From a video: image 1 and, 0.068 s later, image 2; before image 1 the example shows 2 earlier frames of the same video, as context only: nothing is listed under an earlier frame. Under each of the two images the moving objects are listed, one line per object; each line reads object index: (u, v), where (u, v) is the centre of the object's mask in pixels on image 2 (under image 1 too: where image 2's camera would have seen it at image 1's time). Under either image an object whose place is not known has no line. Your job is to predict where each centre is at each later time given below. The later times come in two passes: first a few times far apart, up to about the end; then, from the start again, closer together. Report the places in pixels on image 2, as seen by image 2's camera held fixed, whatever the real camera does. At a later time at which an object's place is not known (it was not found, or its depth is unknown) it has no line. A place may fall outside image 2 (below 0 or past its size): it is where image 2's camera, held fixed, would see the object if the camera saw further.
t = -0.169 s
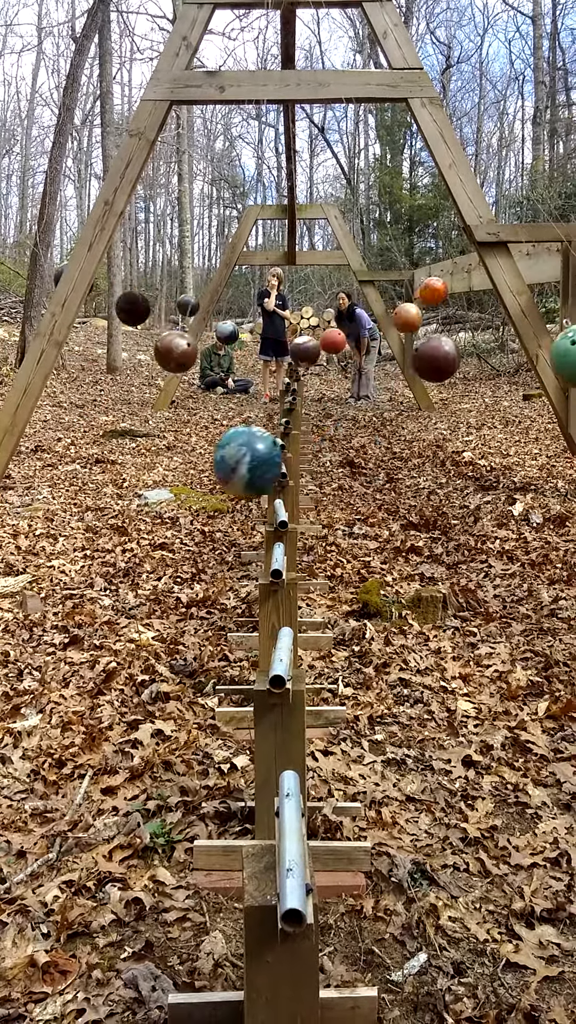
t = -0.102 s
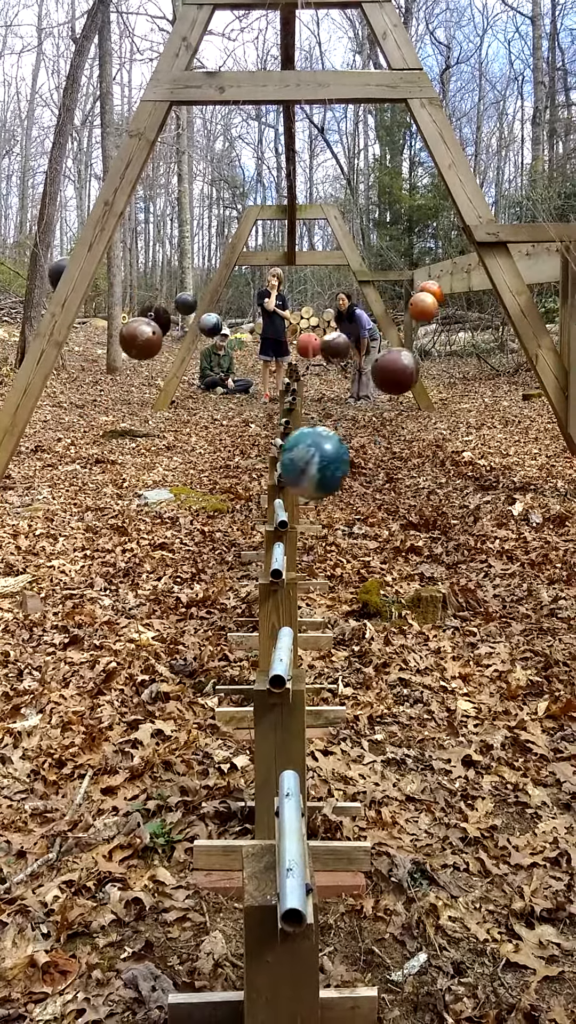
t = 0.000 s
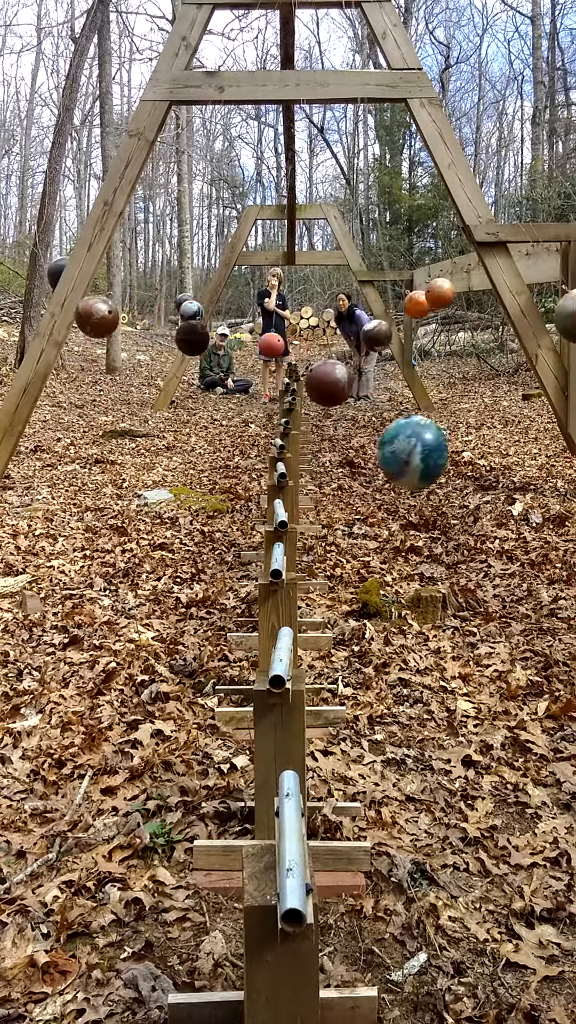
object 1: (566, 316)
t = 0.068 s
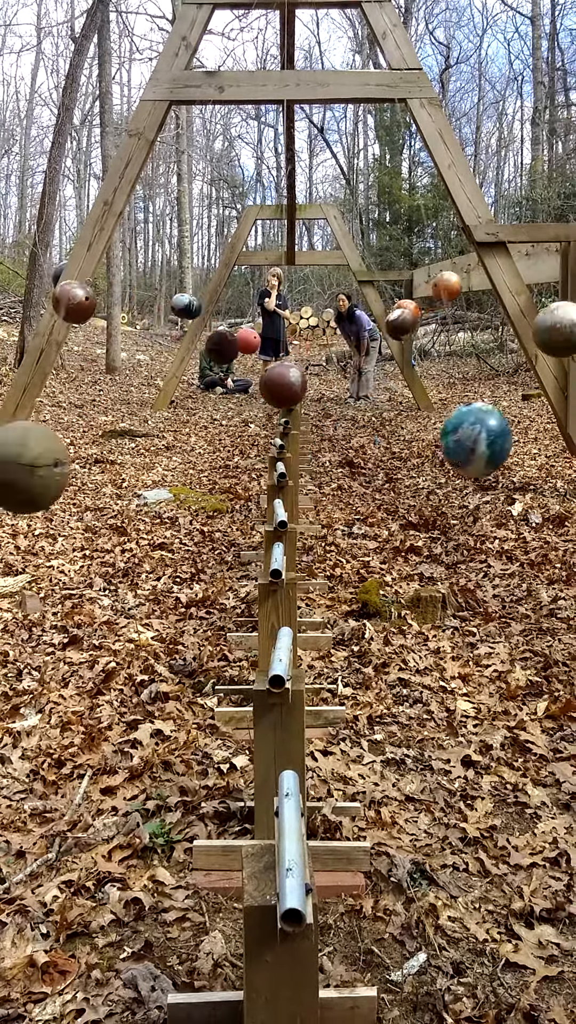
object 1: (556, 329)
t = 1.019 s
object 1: (14, 326)
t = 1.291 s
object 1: (0, 305)
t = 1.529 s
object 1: (24, 336)
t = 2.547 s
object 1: (563, 320)
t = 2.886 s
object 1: (570, 306)
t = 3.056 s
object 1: (548, 336)
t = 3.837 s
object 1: (67, 358)
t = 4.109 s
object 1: (3, 312)
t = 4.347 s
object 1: (5, 309)
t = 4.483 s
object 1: (25, 336)
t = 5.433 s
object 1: (547, 337)
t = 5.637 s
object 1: (568, 310)
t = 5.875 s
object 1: (566, 312)
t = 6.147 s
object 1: (487, 367)
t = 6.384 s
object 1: (336, 405)
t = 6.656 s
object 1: (151, 388)
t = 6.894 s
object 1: (32, 342)
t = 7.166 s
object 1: (4, 313)
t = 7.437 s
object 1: (28, 338)
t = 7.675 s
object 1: (133, 384)
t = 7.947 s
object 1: (302, 408)
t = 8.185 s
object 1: (447, 382)
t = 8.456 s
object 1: (554, 330)
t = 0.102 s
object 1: (548, 336)
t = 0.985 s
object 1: (19, 332)
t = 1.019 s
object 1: (14, 326)
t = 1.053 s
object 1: (10, 320)
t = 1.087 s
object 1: (6, 316)
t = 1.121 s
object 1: (4, 312)
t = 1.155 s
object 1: (2, 308)
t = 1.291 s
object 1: (0, 305)
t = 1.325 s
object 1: (2, 307)
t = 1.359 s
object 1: (3, 310)
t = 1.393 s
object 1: (6, 314)
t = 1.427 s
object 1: (8, 319)
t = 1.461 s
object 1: (12, 323)
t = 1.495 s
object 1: (17, 329)
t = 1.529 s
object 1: (24, 336)
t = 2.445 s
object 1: (544, 338)
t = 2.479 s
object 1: (553, 332)
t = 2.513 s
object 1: (559, 326)
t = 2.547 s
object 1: (563, 320)
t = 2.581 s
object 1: (566, 315)
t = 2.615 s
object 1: (569, 310)
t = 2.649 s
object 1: (571, 307)
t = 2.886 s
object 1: (570, 306)
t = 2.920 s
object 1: (567, 313)
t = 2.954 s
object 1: (564, 318)
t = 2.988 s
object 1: (559, 323)
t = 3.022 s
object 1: (554, 330)
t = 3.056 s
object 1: (548, 336)
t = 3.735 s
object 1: (121, 380)
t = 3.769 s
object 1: (102, 373)
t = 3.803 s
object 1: (83, 366)
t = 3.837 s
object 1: (67, 358)
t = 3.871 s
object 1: (51, 351)
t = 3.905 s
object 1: (36, 344)
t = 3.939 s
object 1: (24, 336)
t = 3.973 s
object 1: (17, 330)
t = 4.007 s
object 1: (12, 325)
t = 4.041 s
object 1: (8, 319)
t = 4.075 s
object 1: (5, 315)
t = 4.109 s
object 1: (3, 312)
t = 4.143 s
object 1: (1, 309)
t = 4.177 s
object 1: (0, 308)
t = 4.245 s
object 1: (0, 309)
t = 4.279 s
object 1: (1, 310)
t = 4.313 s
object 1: (3, 312)
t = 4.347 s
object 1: (5, 309)
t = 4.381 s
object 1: (10, 312)
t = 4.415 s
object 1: (14, 322)
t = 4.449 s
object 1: (17, 329)
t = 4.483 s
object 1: (25, 336)
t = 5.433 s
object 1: (547, 337)
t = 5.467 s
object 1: (552, 332)
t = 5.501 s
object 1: (558, 325)
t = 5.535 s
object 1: (561, 320)
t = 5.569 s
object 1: (565, 316)
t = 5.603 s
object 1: (567, 312)
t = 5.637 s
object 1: (568, 310)
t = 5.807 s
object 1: (569, 309)
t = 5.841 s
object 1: (568, 312)
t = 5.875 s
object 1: (566, 312)
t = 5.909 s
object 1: (561, 315)
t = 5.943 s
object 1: (559, 325)
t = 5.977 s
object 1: (555, 331)
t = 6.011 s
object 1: (547, 338)
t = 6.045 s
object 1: (534, 345)
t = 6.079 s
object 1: (521, 352)
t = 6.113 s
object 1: (504, 360)
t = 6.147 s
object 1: (487, 367)
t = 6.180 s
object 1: (468, 375)
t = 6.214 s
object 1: (449, 380)
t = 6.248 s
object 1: (428, 389)
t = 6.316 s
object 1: (383, 399)
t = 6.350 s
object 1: (360, 403)
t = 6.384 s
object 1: (336, 405)
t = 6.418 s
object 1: (313, 408)
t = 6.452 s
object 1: (288, 409)
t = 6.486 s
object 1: (265, 408)
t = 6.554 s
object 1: (217, 403)
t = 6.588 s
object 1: (194, 399)
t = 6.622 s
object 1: (172, 394)
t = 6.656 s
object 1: (151, 388)
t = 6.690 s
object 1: (129, 383)
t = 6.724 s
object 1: (110, 377)
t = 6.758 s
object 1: (92, 370)
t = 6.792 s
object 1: (75, 363)
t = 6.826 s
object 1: (59, 355)
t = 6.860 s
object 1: (45, 349)
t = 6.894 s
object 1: (32, 342)
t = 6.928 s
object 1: (23, 336)
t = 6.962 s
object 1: (17, 330)
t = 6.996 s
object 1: (13, 326)
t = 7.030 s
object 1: (10, 321)
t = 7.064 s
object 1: (7, 317)
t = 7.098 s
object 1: (6, 315)
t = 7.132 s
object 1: (4, 313)
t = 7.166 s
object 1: (4, 313)
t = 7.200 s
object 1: (4, 313)
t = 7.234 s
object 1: (5, 314)
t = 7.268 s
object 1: (6, 316)
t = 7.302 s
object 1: (8, 319)
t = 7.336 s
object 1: (11, 321)
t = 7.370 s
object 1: (16, 318)
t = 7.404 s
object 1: (23, 326)
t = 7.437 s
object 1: (28, 338)
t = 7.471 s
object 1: (37, 344)
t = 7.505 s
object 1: (50, 351)
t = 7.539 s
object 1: (64, 359)
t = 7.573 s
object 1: (80, 365)
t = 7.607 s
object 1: (97, 372)
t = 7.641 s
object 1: (114, 378)
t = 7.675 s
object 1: (133, 384)
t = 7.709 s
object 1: (150, 389)
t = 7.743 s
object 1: (172, 395)
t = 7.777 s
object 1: (193, 400)
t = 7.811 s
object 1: (214, 403)
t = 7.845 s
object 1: (236, 405)
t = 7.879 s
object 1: (258, 407)
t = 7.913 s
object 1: (280, 409)
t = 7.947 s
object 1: (302, 408)
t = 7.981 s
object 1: (323, 407)
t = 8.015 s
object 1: (346, 405)
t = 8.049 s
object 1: (367, 402)
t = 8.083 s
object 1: (388, 398)
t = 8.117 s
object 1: (408, 394)
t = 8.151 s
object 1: (428, 389)
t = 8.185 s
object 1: (447, 382)
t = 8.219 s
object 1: (465, 376)
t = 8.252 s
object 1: (482, 370)
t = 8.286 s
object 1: (498, 363)
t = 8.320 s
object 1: (513, 355)
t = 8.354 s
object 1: (527, 348)
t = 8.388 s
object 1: (540, 342)
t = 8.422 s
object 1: (547, 336)
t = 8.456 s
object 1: (554, 330)
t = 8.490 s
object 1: (557, 324)
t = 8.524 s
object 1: (560, 320)
